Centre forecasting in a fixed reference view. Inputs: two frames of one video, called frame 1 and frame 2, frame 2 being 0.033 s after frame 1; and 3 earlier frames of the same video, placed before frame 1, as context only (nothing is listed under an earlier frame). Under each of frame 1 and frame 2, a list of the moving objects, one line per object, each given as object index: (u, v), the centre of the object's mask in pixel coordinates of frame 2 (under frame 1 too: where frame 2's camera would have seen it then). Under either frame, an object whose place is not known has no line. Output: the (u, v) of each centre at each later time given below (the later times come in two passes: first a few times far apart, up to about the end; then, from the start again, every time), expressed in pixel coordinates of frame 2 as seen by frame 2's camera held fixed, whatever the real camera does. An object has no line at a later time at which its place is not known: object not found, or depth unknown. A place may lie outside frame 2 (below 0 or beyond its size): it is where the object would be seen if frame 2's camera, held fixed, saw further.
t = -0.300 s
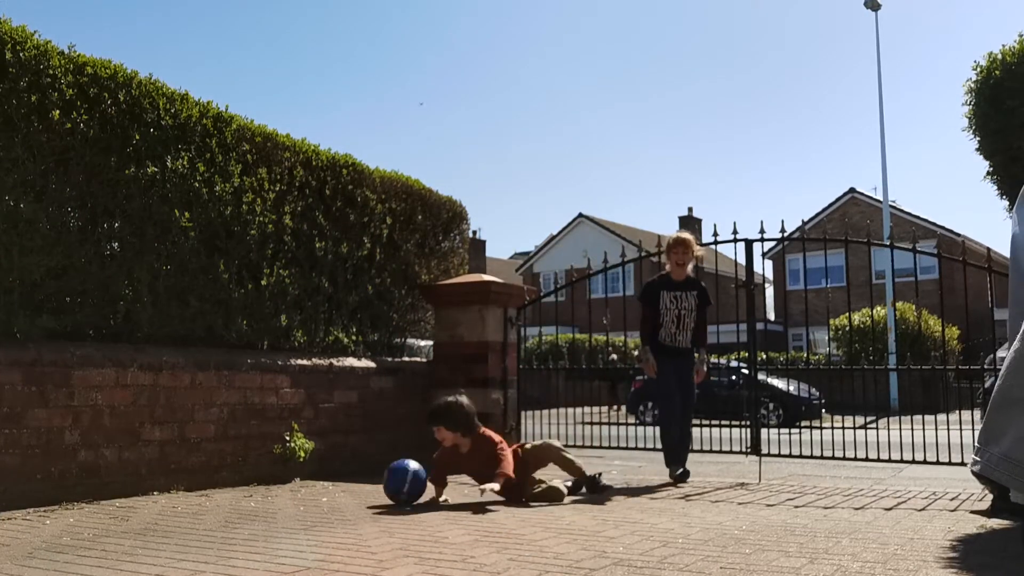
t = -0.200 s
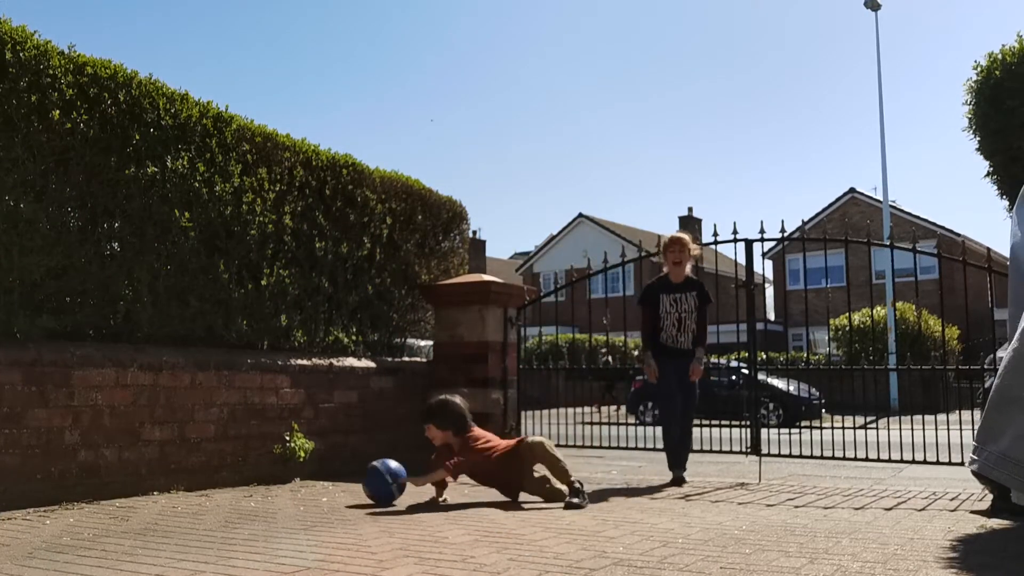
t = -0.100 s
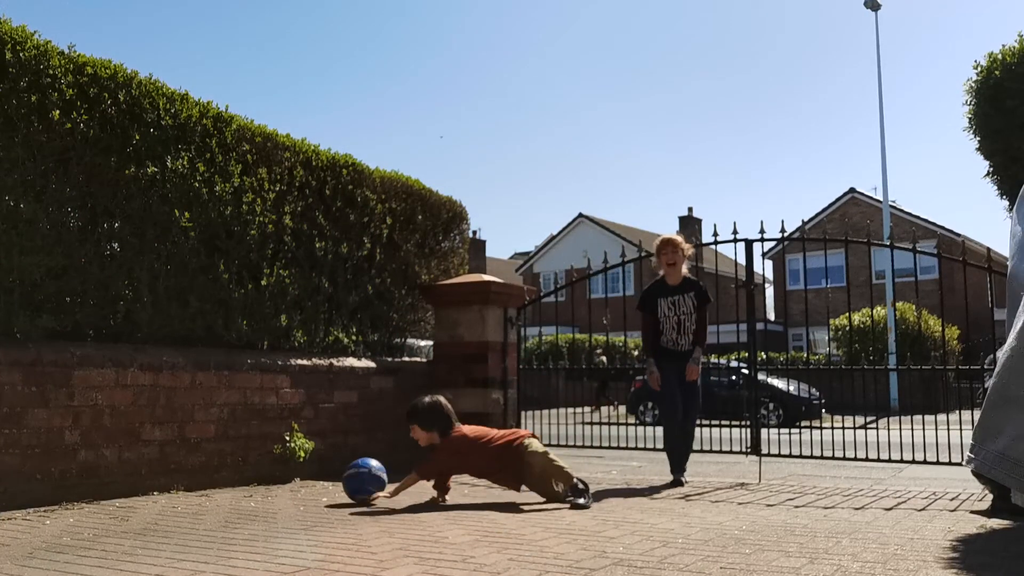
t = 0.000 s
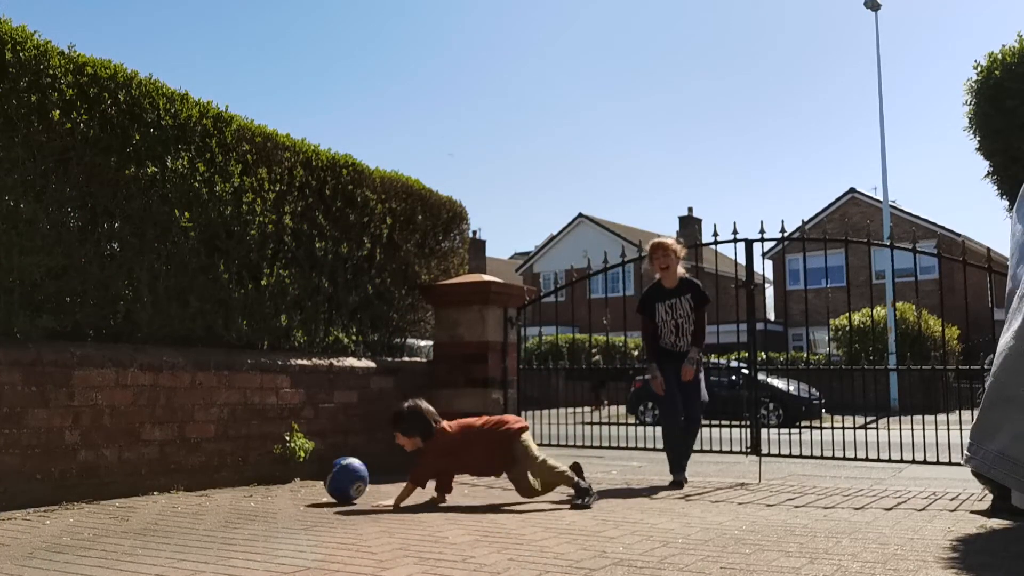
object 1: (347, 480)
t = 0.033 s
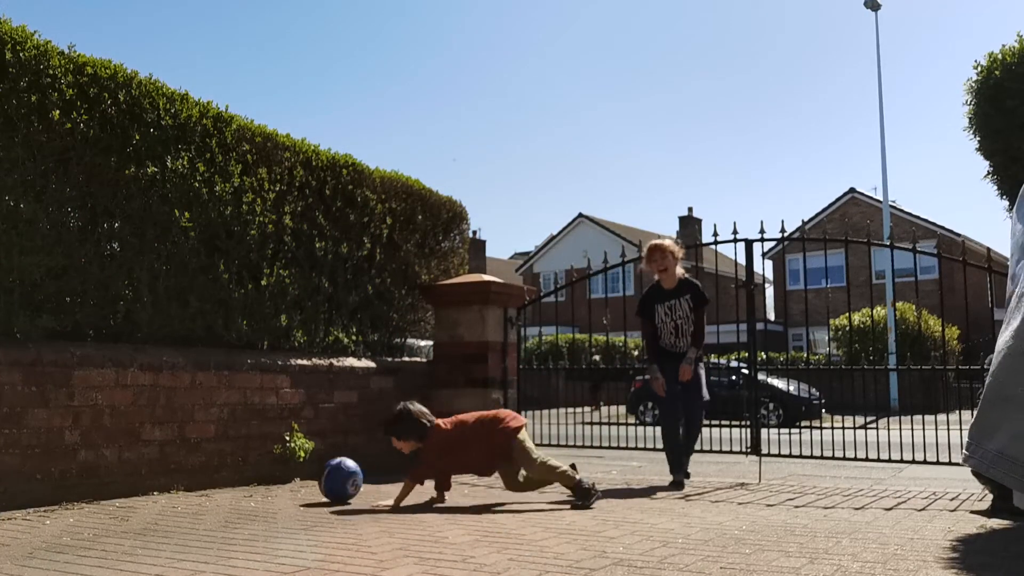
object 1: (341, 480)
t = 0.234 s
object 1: (307, 479)
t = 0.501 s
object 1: (266, 478)
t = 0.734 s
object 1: (232, 476)
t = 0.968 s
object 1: (207, 472)
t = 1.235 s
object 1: (188, 473)
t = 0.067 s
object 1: (335, 480)
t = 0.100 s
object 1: (329, 480)
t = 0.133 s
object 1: (323, 479)
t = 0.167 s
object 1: (318, 479)
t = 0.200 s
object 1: (312, 479)
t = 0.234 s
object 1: (307, 479)
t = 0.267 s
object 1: (302, 479)
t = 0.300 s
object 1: (296, 479)
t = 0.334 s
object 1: (291, 478)
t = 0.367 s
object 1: (286, 478)
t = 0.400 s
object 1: (281, 478)
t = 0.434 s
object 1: (276, 478)
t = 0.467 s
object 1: (270, 478)
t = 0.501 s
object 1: (266, 478)
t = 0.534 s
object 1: (260, 478)
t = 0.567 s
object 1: (255, 477)
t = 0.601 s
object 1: (251, 477)
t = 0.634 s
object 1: (246, 477)
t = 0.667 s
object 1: (242, 477)
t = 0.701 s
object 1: (237, 477)
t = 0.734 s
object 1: (232, 476)
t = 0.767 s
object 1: (228, 476)
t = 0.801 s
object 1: (224, 476)
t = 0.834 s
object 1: (220, 476)
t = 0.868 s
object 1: (216, 475)
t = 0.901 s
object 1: (213, 472)
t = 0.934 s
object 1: (210, 472)
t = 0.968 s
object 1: (207, 472)
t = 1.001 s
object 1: (204, 473)
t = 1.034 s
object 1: (201, 474)
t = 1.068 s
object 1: (198, 475)
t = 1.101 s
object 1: (194, 474)
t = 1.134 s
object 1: (191, 474)
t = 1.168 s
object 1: (188, 474)
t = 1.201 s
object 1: (186, 474)
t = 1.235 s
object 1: (188, 473)
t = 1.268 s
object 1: (191, 474)
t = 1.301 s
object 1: (193, 474)
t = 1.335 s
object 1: (194, 474)
